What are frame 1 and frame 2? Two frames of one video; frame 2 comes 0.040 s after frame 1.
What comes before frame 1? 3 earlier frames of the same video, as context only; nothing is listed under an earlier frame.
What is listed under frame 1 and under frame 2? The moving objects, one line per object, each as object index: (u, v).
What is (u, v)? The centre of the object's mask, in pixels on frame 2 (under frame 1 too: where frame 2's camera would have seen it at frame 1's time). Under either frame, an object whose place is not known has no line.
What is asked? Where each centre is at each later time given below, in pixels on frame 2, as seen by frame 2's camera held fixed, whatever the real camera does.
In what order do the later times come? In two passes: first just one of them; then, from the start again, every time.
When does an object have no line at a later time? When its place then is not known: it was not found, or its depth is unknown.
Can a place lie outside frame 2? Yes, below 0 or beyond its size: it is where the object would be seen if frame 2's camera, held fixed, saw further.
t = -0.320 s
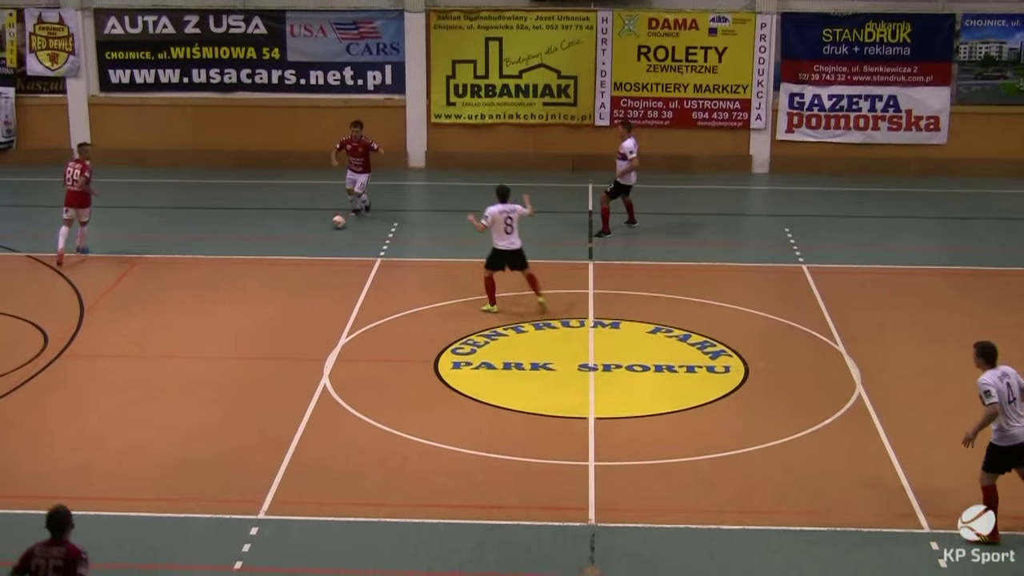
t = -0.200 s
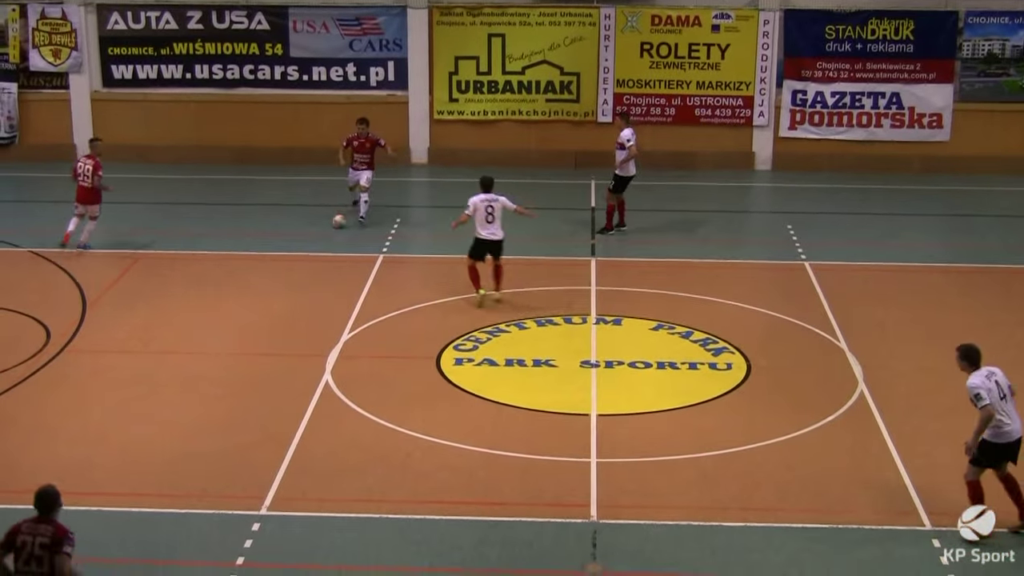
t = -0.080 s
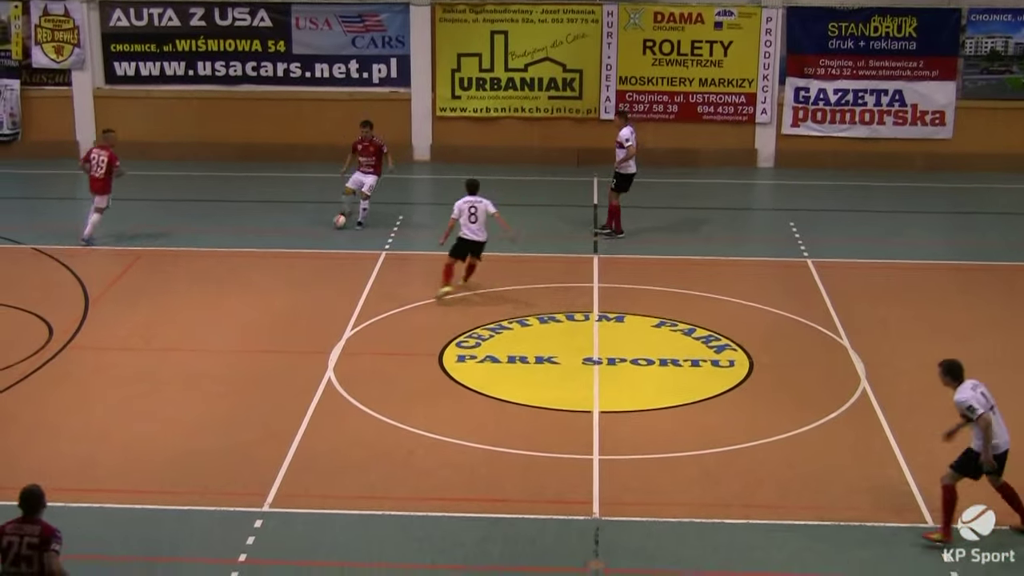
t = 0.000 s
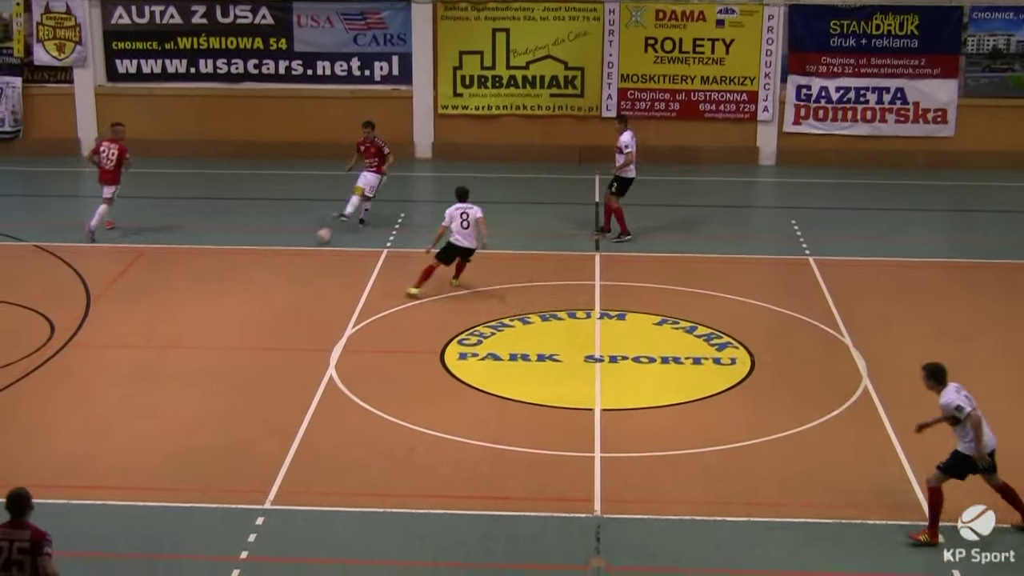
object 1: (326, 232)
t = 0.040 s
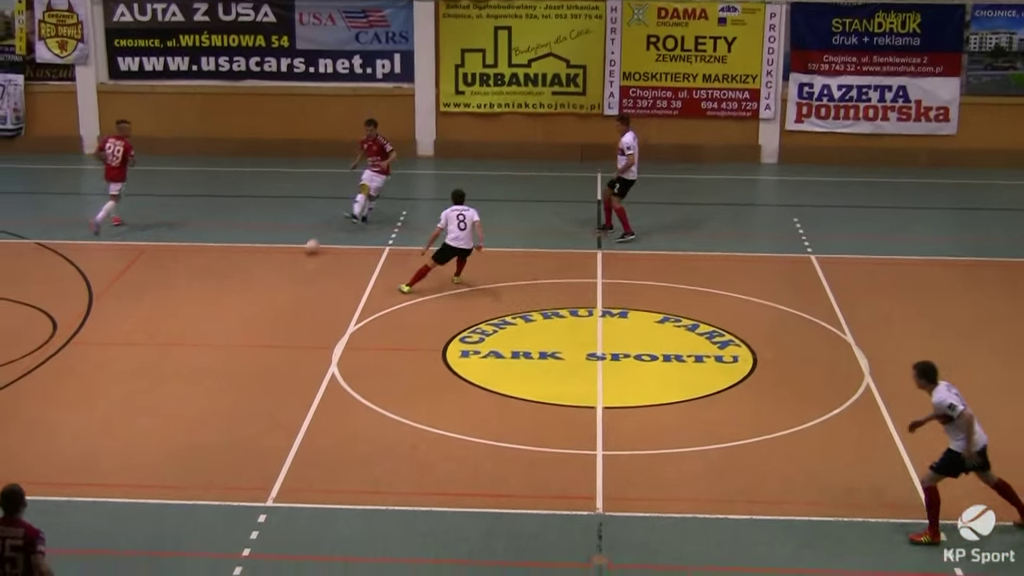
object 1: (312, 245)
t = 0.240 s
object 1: (242, 314)
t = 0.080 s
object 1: (298, 257)
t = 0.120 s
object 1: (286, 271)
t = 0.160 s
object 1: (272, 285)
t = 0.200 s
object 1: (258, 299)
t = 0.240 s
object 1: (242, 314)
